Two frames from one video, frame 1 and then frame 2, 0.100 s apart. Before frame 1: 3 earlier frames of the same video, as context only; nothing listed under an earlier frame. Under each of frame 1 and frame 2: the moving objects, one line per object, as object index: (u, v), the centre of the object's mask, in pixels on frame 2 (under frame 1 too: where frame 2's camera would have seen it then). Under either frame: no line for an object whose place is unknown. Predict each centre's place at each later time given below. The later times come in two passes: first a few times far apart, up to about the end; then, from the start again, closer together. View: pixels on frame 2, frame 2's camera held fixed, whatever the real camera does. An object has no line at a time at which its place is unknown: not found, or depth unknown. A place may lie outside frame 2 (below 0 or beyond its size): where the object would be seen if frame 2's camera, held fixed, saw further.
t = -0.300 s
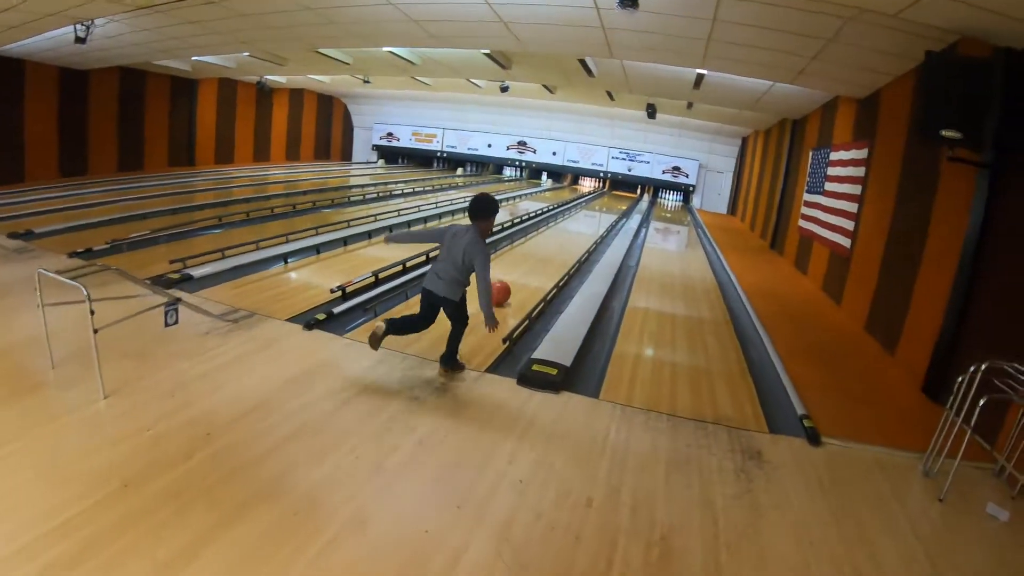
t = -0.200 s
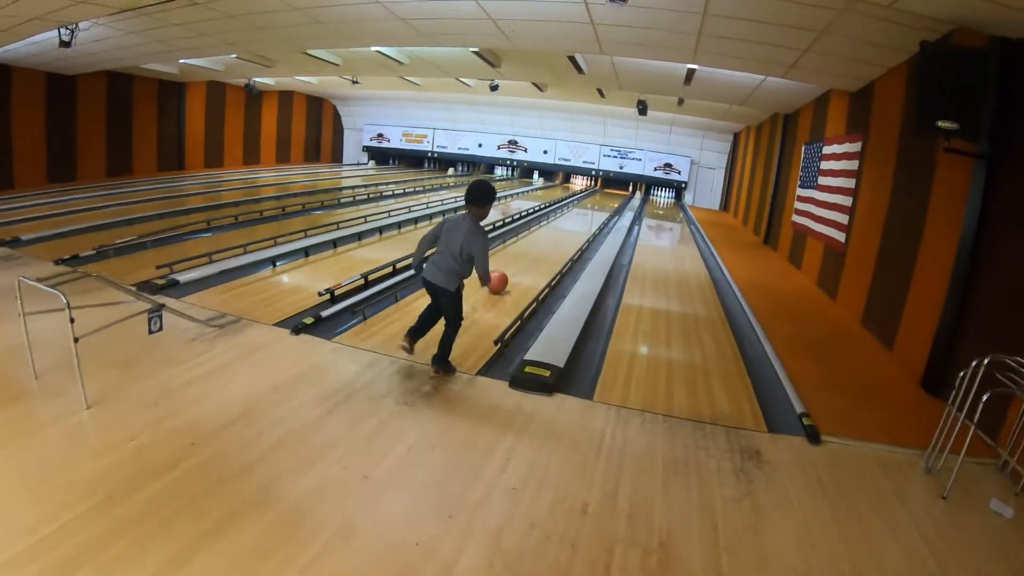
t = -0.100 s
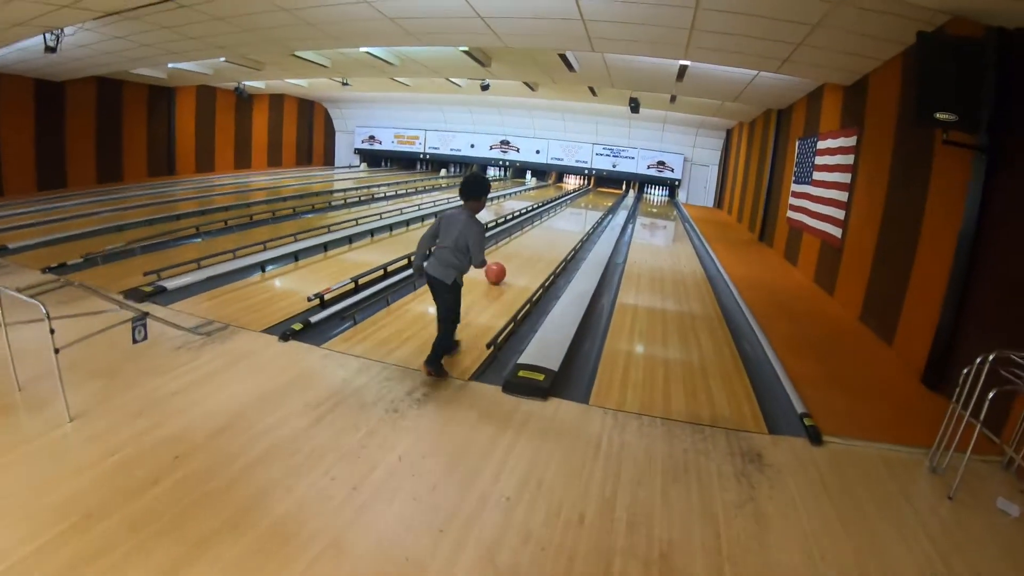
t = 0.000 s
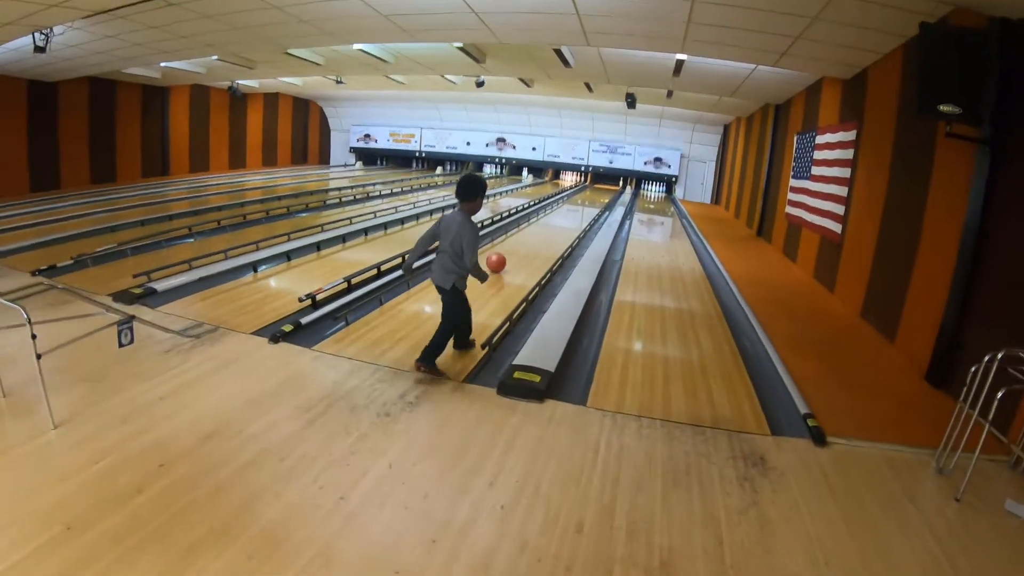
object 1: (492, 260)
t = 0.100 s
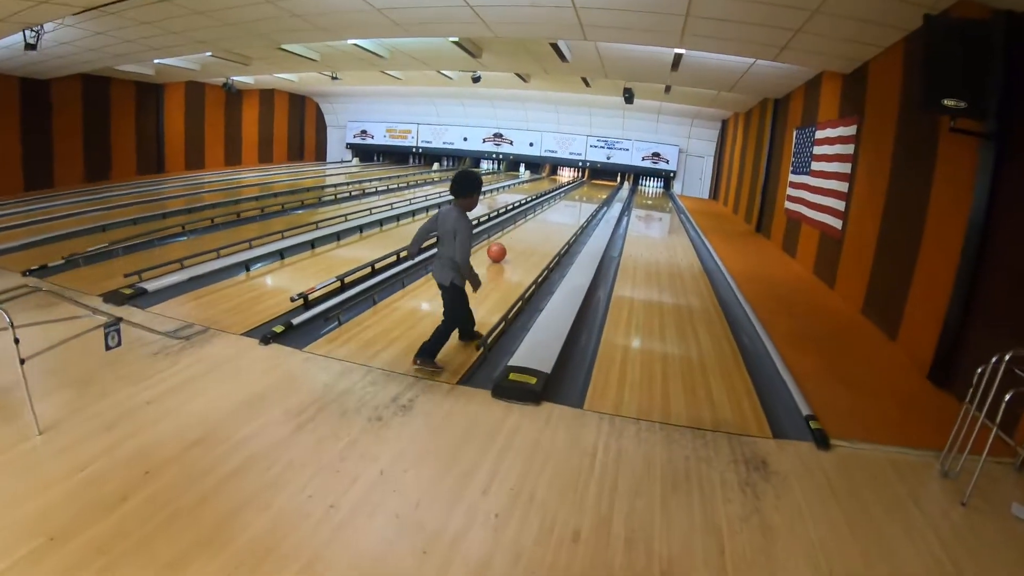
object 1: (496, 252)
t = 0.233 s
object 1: (501, 243)
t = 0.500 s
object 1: (507, 227)
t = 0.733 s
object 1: (511, 218)
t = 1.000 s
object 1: (528, 211)
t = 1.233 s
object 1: (542, 208)
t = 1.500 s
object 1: (557, 205)
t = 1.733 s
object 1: (569, 204)
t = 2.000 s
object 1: (580, 201)
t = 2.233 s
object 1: (586, 201)
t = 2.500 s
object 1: (593, 198)
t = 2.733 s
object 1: (601, 196)
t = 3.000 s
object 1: (610, 195)
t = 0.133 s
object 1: (498, 250)
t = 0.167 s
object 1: (499, 247)
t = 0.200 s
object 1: (500, 245)
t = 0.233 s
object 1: (501, 243)
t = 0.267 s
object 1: (502, 241)
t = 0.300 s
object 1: (503, 239)
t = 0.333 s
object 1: (504, 237)
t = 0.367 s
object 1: (504, 235)
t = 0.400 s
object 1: (506, 233)
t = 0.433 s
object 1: (507, 230)
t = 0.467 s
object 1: (507, 230)
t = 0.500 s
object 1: (507, 227)
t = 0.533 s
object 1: (508, 226)
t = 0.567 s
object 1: (509, 225)
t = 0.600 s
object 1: (509, 222)
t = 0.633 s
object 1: (510, 221)
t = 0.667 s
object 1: (510, 220)
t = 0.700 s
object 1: (510, 219)
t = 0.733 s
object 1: (511, 218)
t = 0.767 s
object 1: (511, 217)
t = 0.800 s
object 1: (515, 215)
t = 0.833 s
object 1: (517, 214)
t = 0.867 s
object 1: (518, 214)
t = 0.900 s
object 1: (520, 214)
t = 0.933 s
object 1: (522, 213)
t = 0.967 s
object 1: (524, 212)
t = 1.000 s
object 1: (528, 211)
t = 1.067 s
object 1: (531, 210)
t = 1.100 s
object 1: (532, 210)
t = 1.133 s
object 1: (535, 209)
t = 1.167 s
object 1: (537, 208)
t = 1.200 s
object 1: (541, 208)
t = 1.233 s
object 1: (542, 208)
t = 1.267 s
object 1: (543, 207)
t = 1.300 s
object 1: (545, 207)
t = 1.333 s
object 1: (547, 206)
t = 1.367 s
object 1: (550, 206)
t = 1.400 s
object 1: (552, 206)
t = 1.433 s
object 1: (554, 206)
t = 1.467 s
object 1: (555, 205)
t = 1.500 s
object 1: (557, 205)
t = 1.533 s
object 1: (559, 205)
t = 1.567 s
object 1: (561, 205)
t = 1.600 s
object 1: (564, 205)
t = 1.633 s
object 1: (565, 205)
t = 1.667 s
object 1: (566, 205)
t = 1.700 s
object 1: (568, 204)
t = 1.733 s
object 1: (569, 204)
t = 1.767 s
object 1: (571, 204)
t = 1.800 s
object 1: (573, 204)
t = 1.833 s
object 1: (573, 204)
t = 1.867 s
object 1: (575, 203)
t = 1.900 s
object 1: (576, 202)
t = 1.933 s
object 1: (577, 202)
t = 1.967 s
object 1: (578, 202)
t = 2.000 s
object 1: (580, 201)
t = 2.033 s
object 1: (581, 201)
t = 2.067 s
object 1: (581, 201)
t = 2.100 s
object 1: (582, 201)
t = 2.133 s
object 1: (584, 202)
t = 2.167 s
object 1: (585, 202)
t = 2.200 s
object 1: (586, 201)
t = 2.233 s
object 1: (586, 201)
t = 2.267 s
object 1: (587, 201)
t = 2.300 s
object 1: (588, 200)
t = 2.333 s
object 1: (588, 200)
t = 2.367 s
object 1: (590, 200)
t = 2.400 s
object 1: (591, 199)
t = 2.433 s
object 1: (592, 199)
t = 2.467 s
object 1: (592, 199)
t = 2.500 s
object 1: (593, 198)
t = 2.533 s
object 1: (593, 198)
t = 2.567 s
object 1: (594, 197)
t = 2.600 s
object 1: (596, 197)
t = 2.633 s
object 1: (596, 197)
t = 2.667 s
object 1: (598, 198)
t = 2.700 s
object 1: (600, 197)
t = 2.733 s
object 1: (601, 196)
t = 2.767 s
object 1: (601, 196)
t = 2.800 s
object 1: (603, 196)
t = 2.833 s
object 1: (604, 195)
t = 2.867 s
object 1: (605, 196)
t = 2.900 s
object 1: (606, 196)
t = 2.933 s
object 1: (607, 195)
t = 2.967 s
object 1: (608, 195)
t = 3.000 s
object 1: (610, 195)
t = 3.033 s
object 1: (610, 195)
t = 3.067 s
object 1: (611, 194)
